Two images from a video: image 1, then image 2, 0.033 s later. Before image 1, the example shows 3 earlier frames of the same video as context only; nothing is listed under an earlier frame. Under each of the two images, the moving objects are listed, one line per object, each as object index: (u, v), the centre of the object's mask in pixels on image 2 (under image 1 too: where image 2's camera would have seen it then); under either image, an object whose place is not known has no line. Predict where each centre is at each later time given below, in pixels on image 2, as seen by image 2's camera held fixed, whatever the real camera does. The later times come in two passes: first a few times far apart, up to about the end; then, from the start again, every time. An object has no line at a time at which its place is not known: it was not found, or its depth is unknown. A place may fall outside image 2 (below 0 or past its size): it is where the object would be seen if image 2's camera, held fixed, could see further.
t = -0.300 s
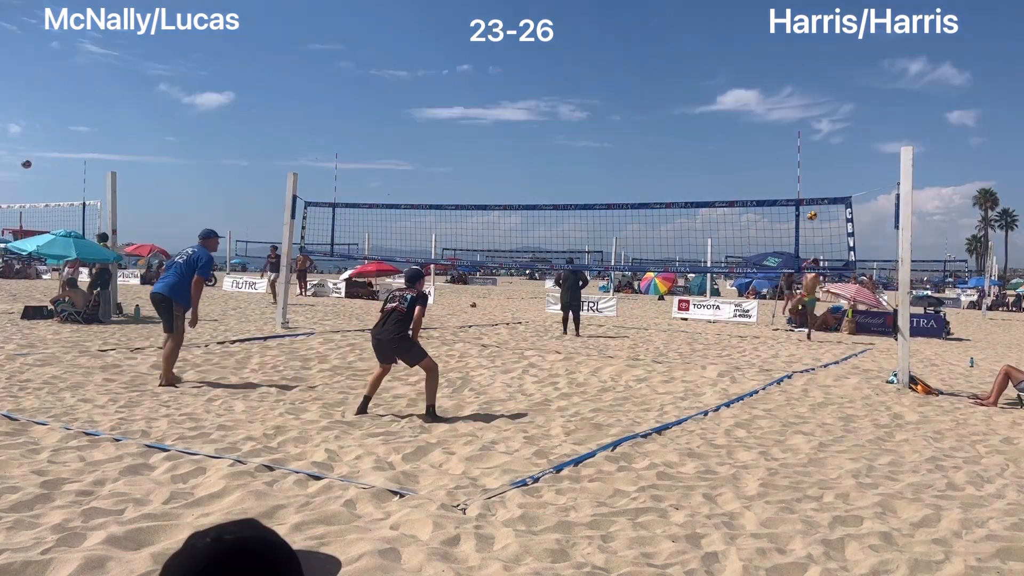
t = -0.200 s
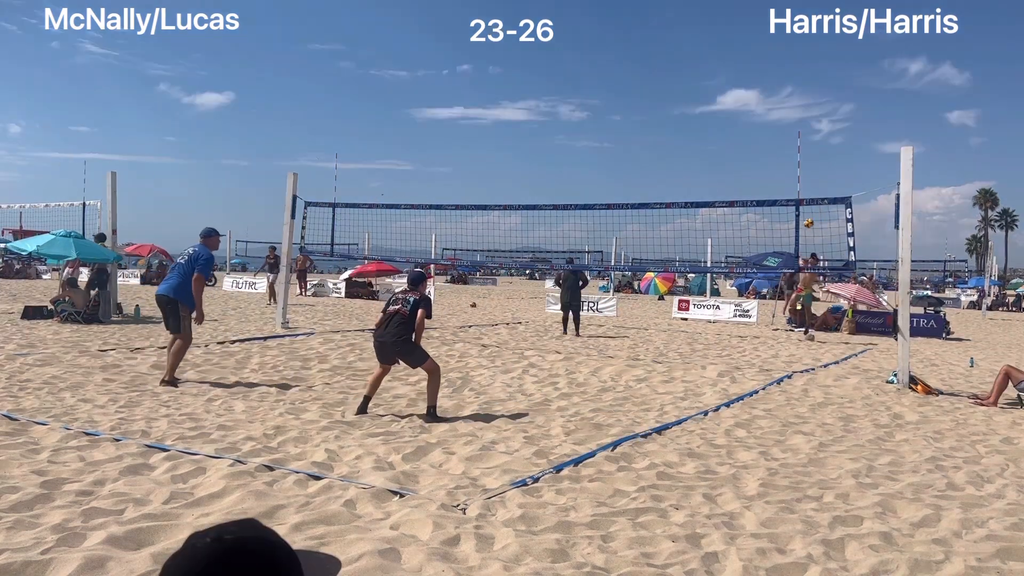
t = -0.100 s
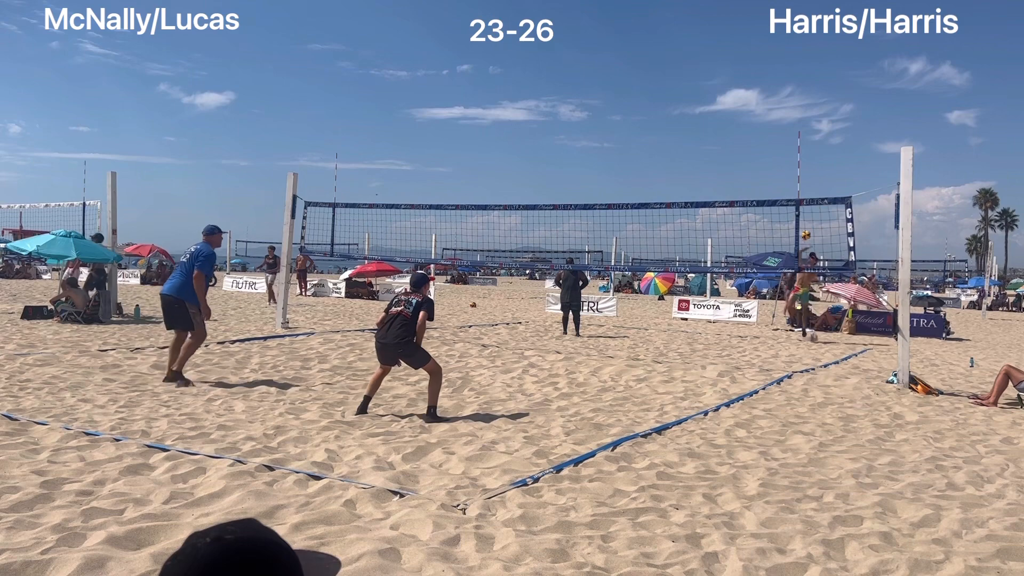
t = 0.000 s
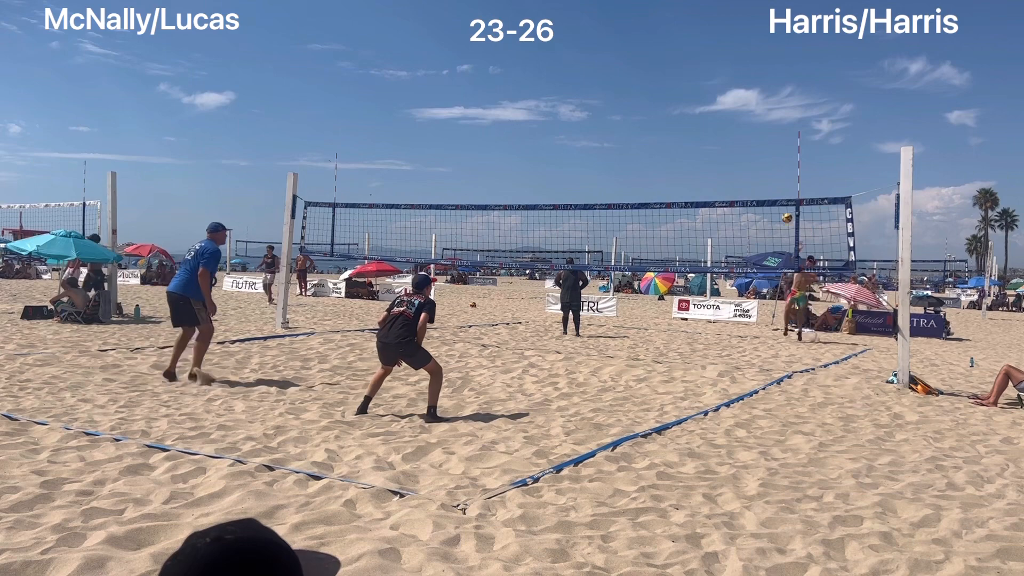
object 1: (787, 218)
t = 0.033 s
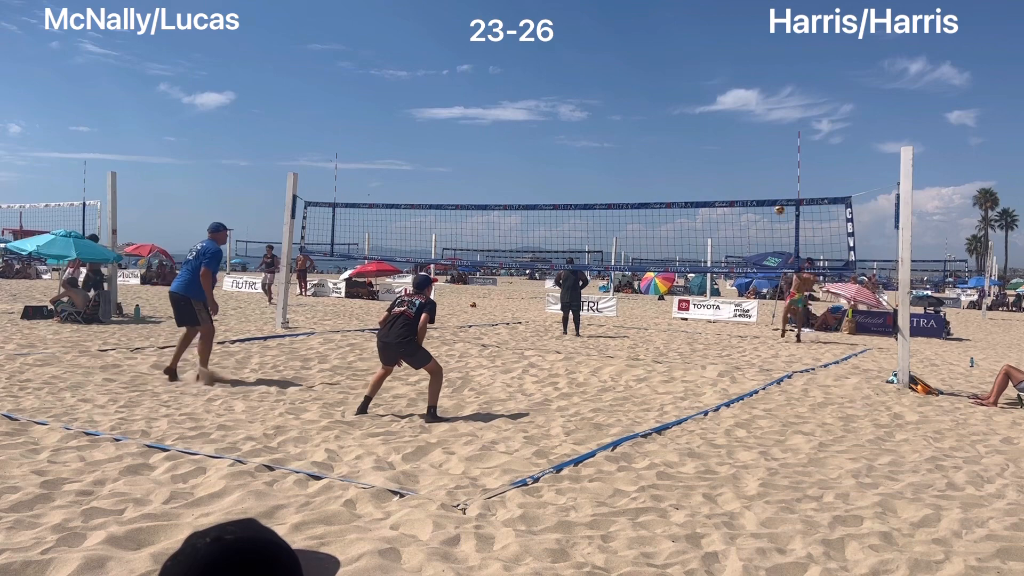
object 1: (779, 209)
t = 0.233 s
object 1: (726, 167)
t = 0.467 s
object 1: (654, 136)
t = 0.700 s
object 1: (569, 133)
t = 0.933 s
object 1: (475, 169)
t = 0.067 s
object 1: (771, 198)
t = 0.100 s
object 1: (763, 194)
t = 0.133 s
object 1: (754, 187)
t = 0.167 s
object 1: (745, 180)
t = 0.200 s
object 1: (736, 174)
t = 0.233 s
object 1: (726, 167)
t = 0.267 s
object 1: (717, 162)
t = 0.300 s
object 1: (707, 157)
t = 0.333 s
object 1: (697, 151)
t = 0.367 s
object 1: (687, 147)
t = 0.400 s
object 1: (676, 143)
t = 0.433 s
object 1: (664, 138)
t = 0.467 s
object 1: (654, 136)
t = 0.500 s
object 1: (642, 134)
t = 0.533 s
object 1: (631, 132)
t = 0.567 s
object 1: (619, 131)
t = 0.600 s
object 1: (606, 130)
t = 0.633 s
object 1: (594, 131)
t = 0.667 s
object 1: (582, 131)
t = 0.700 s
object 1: (569, 133)
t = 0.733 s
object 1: (557, 135)
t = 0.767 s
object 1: (544, 139)
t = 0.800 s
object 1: (530, 143)
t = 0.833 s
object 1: (517, 148)
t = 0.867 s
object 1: (503, 154)
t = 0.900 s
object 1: (489, 161)
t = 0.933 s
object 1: (475, 169)
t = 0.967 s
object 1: (460, 179)
